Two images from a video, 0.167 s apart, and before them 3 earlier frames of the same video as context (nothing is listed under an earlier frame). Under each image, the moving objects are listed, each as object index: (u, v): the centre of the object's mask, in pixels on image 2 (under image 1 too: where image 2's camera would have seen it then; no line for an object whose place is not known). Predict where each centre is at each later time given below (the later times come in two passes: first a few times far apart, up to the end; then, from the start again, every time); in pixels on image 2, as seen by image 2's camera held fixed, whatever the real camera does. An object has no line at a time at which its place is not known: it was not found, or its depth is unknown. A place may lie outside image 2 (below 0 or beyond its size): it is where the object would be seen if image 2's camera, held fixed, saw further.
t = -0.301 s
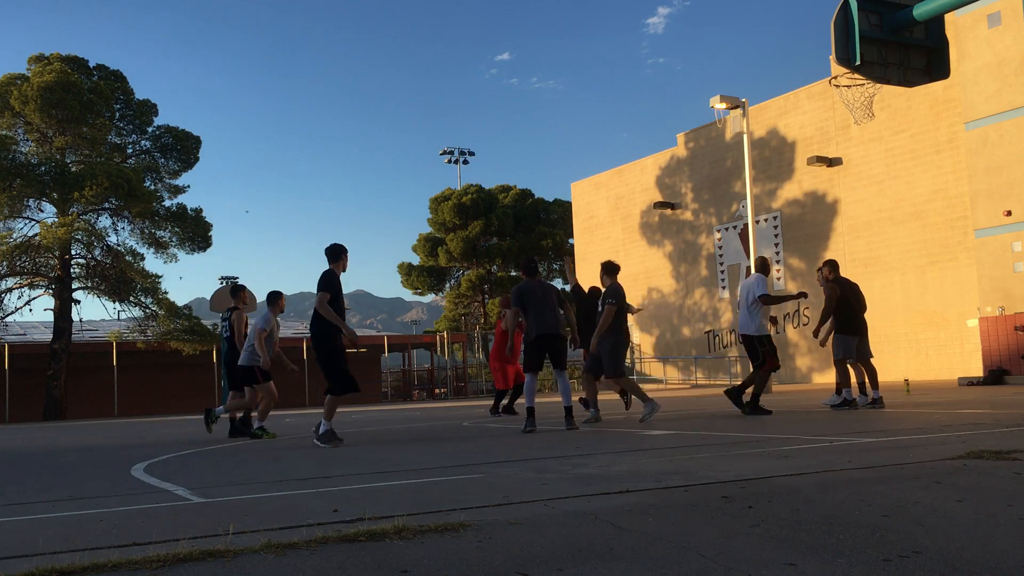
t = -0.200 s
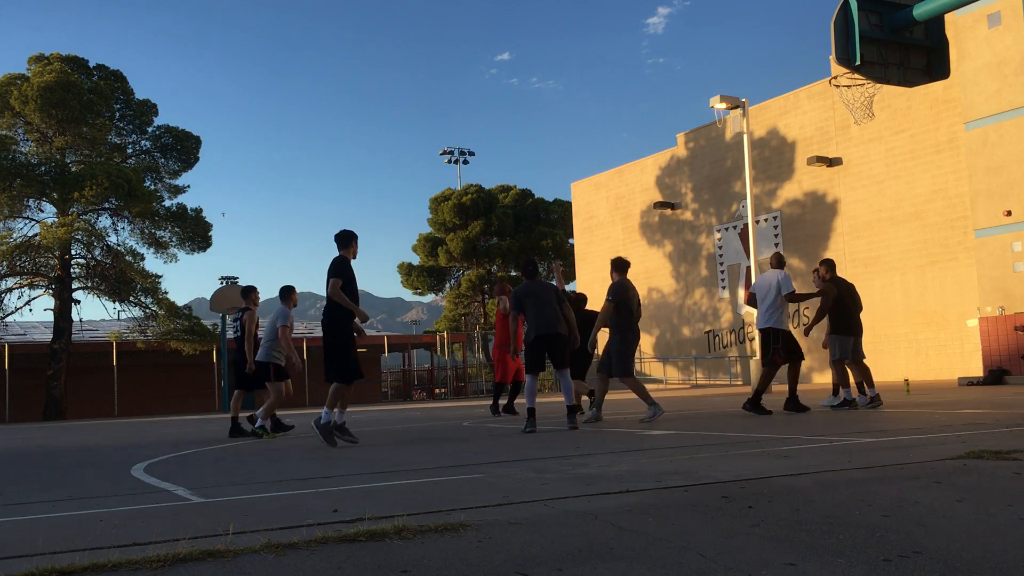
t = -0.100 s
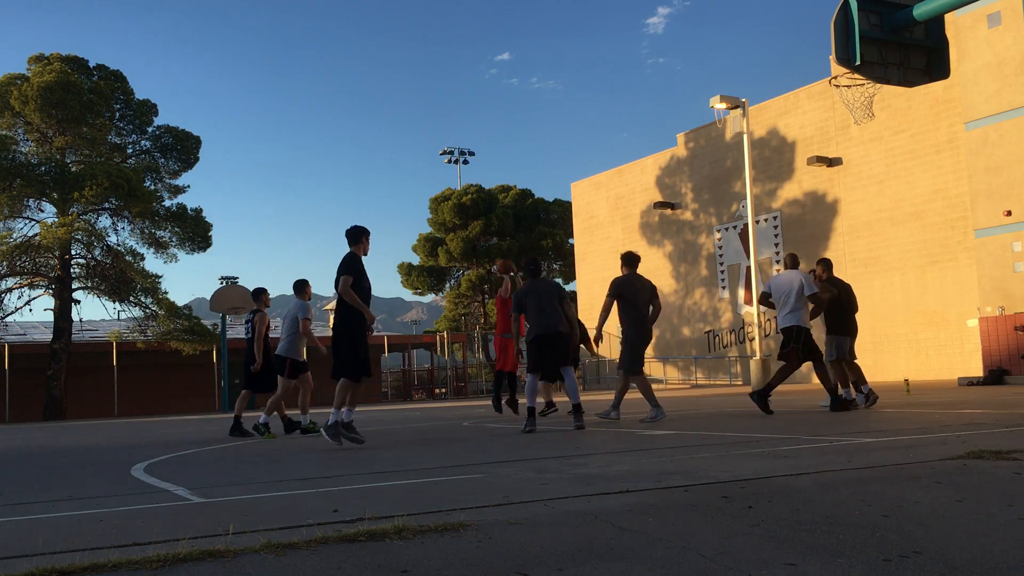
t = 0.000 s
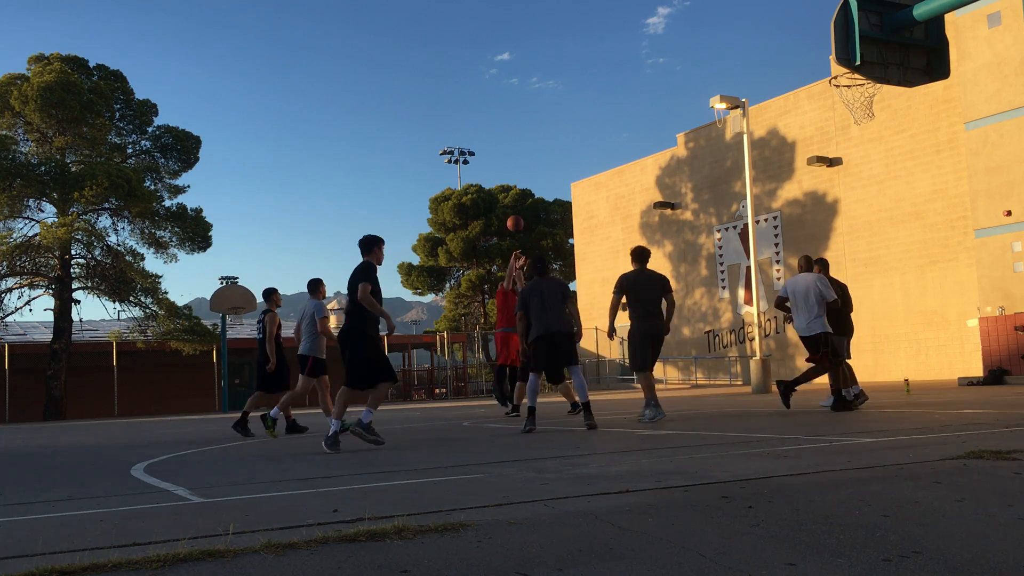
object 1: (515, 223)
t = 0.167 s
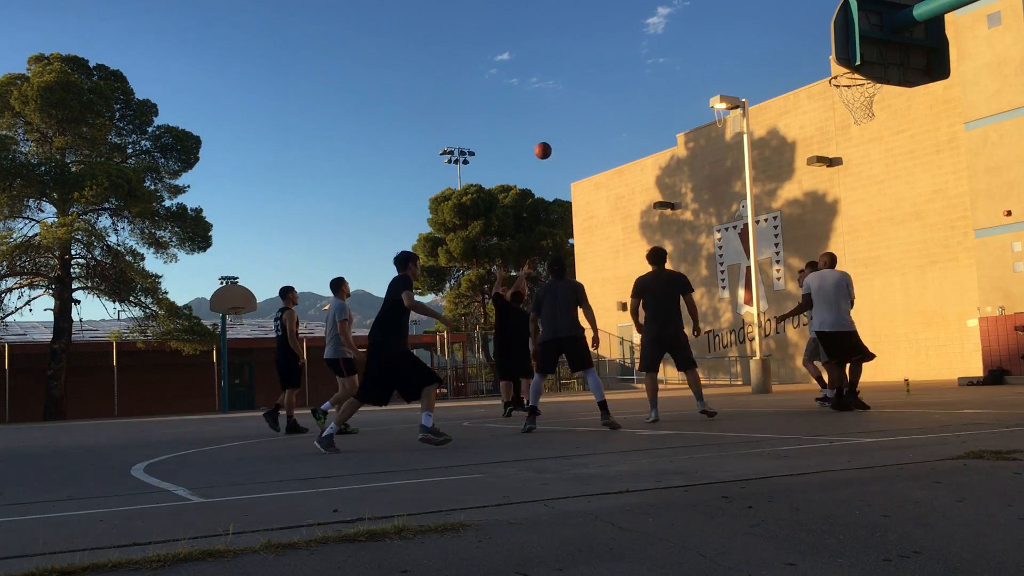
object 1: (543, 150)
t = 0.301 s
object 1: (568, 101)
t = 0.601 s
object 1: (635, 20)
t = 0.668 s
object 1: (653, 10)
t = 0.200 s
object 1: (549, 137)
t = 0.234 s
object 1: (555, 125)
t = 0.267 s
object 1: (561, 112)
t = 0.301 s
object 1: (568, 101)
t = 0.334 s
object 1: (574, 89)
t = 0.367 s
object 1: (581, 79)
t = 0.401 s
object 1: (588, 69)
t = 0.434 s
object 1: (595, 59)
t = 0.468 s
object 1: (603, 50)
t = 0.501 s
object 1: (611, 42)
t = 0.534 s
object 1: (619, 34)
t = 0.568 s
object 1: (627, 27)
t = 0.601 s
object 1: (635, 20)
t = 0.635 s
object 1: (644, 15)
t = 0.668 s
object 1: (653, 10)
